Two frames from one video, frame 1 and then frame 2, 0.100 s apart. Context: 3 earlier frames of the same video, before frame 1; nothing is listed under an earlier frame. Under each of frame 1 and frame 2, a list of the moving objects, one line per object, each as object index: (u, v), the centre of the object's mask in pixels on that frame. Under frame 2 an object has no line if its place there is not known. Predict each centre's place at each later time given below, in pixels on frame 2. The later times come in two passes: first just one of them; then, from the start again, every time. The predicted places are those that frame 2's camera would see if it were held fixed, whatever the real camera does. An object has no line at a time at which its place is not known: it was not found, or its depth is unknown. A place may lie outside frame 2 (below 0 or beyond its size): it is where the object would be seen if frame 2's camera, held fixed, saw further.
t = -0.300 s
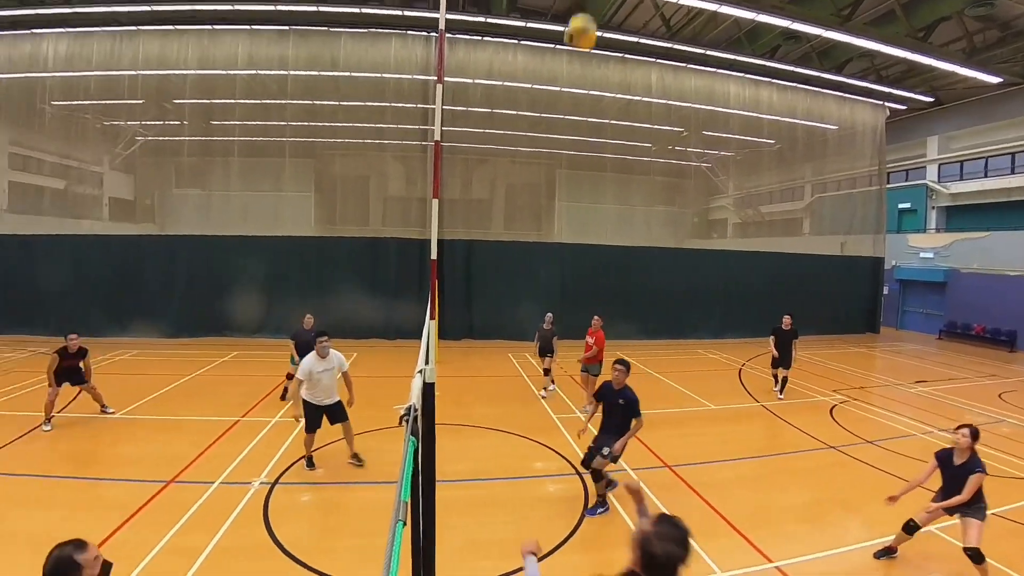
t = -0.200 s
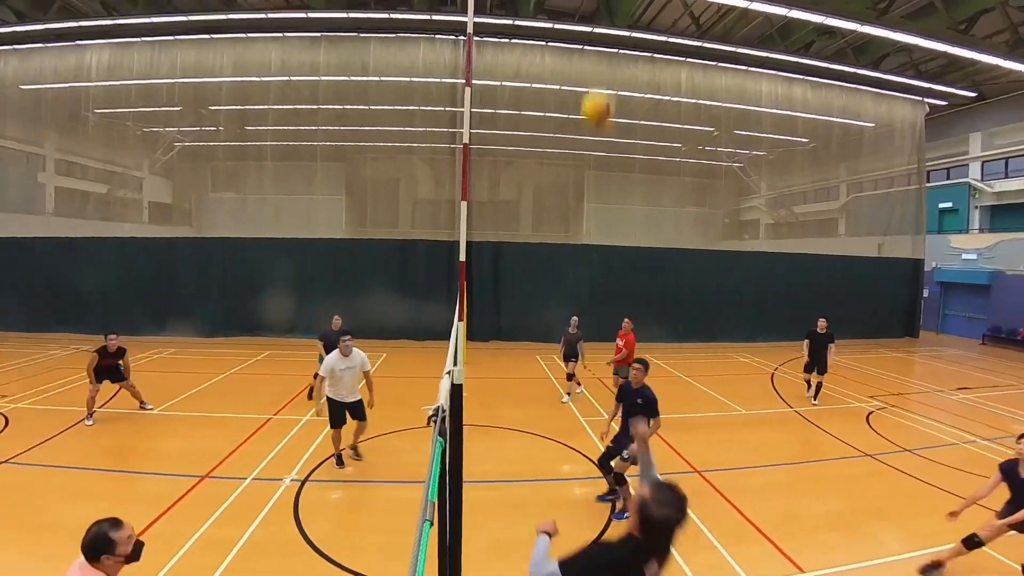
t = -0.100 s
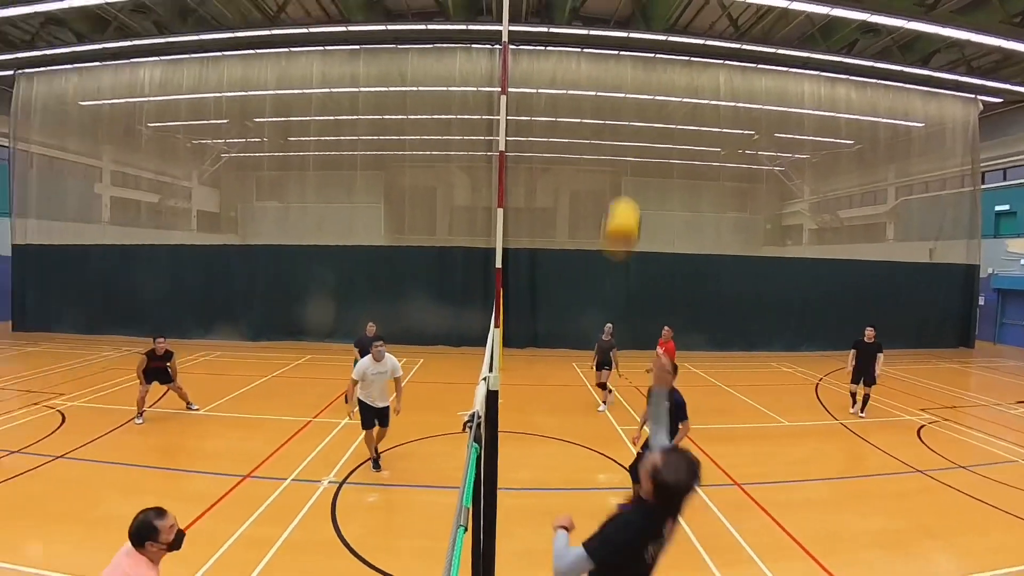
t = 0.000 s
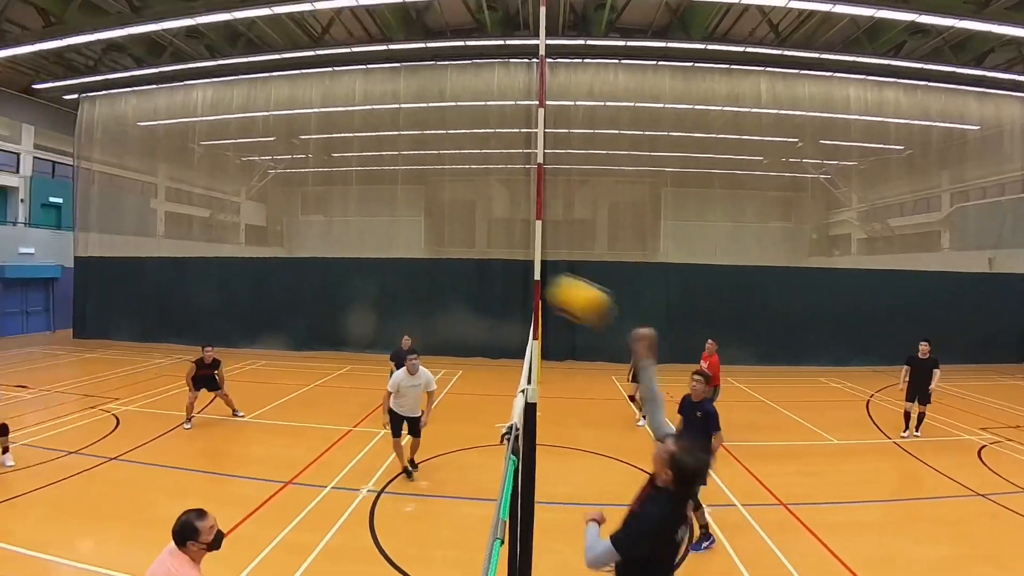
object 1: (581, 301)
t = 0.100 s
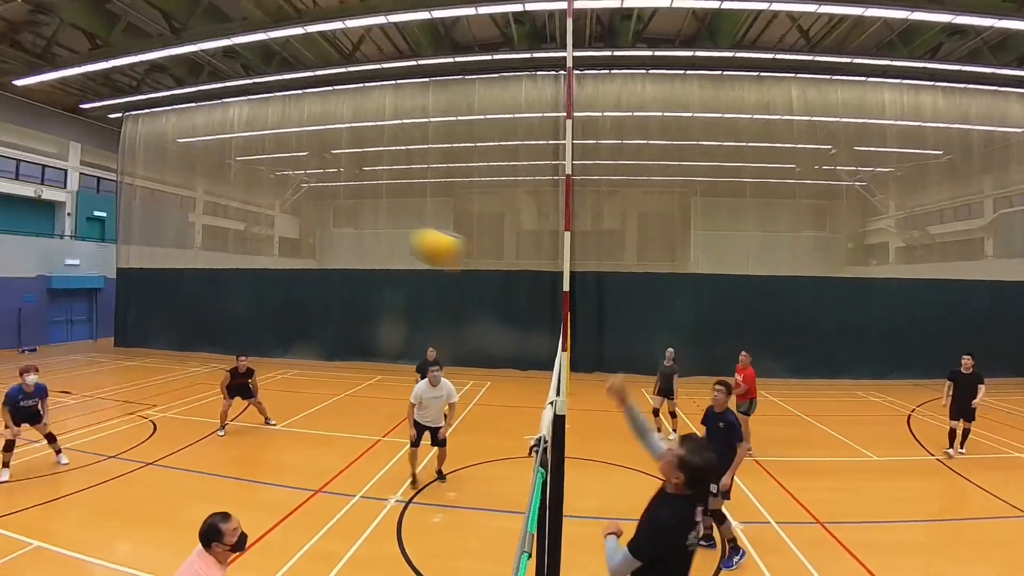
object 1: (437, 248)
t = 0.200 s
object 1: (307, 219)
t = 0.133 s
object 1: (392, 235)
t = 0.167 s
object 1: (343, 224)
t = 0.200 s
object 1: (307, 219)
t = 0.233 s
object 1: (272, 215)
